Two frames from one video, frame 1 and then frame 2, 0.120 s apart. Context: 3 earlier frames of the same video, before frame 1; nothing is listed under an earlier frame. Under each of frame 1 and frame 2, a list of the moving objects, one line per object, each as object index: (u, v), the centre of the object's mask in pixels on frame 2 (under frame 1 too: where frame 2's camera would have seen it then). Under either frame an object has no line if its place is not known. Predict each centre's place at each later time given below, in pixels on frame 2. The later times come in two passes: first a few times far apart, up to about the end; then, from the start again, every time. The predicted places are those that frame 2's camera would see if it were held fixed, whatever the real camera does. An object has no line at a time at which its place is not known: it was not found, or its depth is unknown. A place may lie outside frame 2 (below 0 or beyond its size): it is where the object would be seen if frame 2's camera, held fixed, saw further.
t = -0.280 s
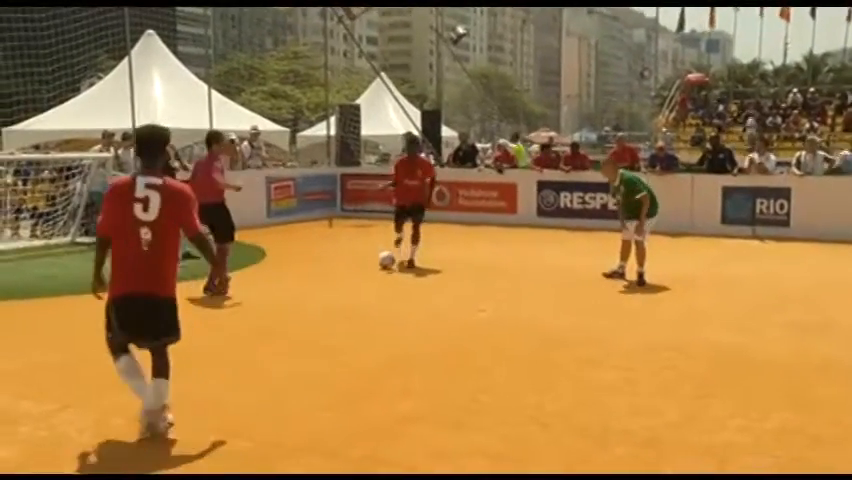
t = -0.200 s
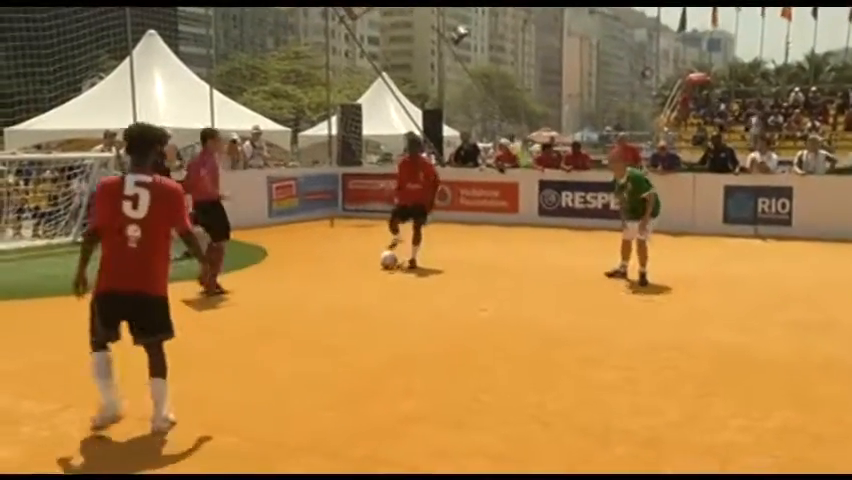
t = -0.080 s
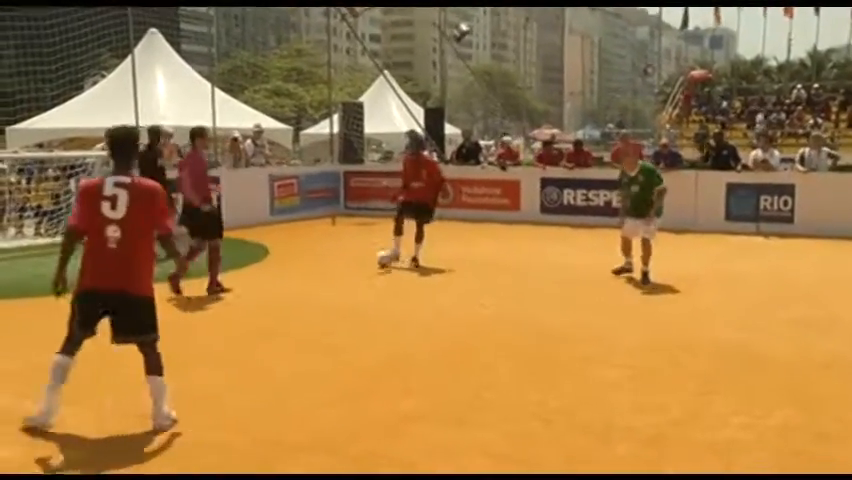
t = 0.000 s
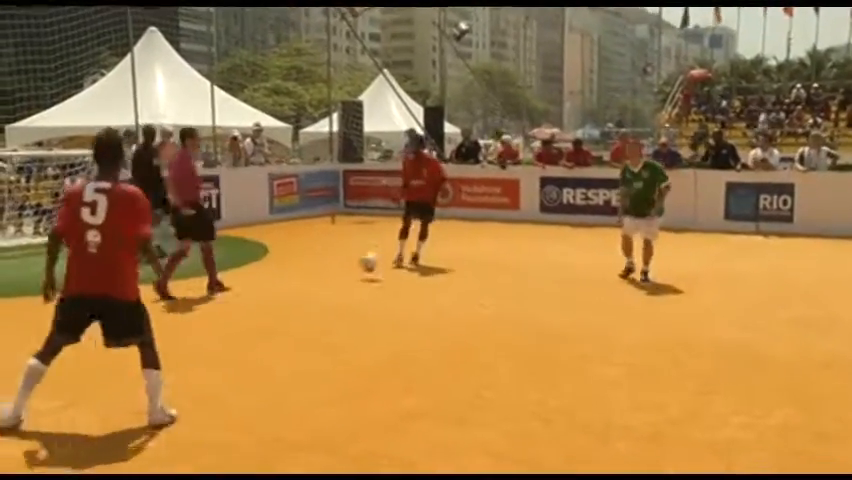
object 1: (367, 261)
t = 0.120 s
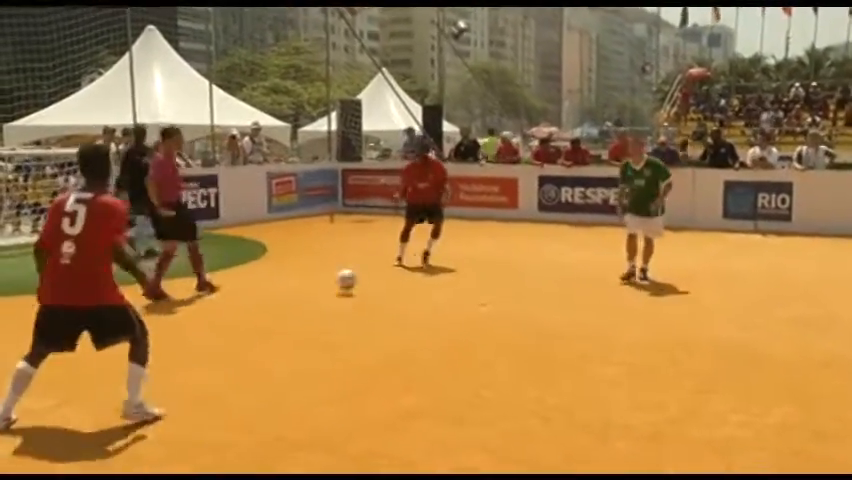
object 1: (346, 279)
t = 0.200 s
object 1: (330, 290)
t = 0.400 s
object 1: (285, 322)
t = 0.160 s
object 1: (339, 288)
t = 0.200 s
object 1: (330, 290)
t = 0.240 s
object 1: (321, 293)
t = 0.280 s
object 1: (314, 298)
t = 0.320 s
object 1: (304, 305)
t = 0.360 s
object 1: (294, 316)
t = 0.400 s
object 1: (285, 322)
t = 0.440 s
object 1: (274, 325)
